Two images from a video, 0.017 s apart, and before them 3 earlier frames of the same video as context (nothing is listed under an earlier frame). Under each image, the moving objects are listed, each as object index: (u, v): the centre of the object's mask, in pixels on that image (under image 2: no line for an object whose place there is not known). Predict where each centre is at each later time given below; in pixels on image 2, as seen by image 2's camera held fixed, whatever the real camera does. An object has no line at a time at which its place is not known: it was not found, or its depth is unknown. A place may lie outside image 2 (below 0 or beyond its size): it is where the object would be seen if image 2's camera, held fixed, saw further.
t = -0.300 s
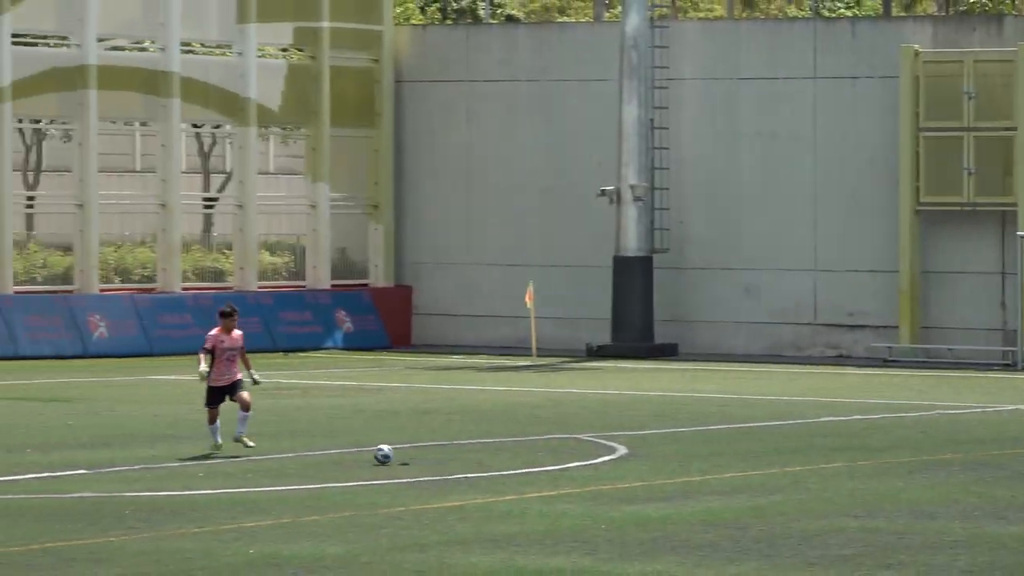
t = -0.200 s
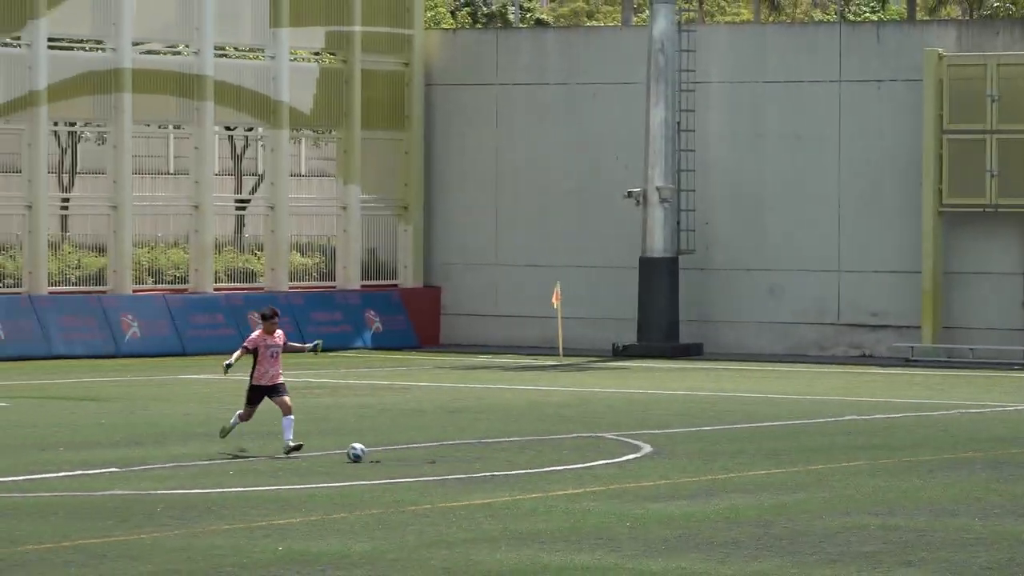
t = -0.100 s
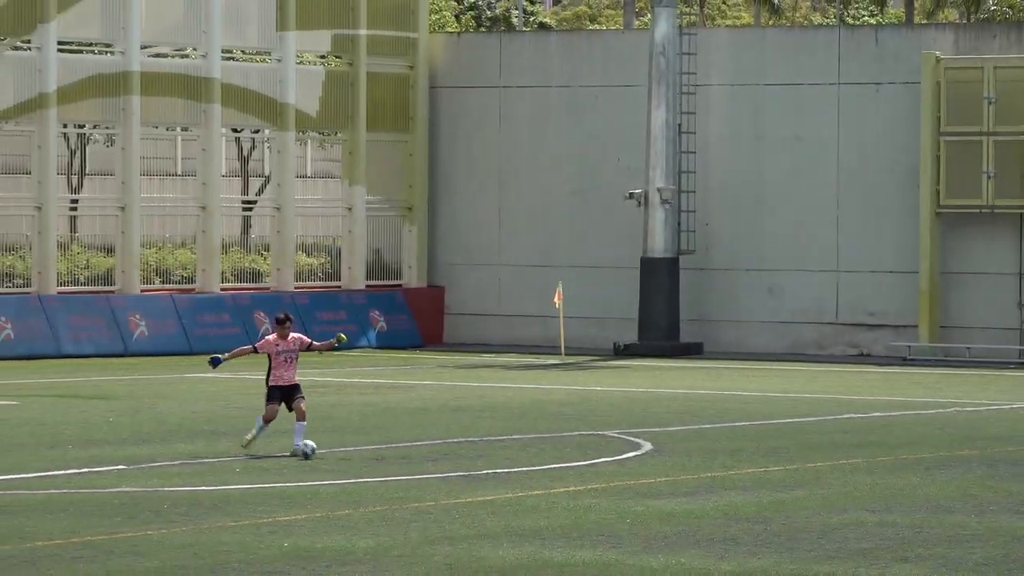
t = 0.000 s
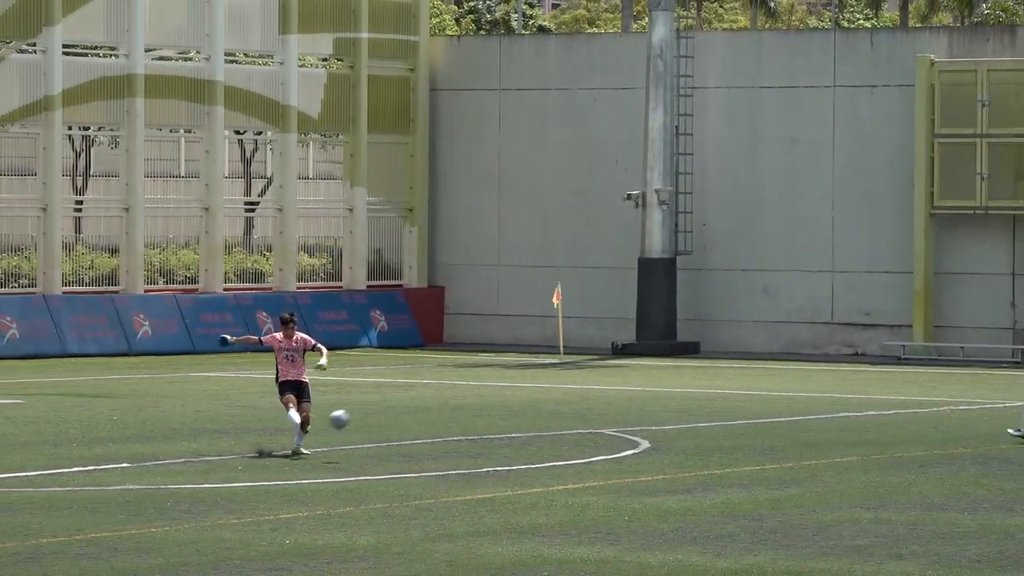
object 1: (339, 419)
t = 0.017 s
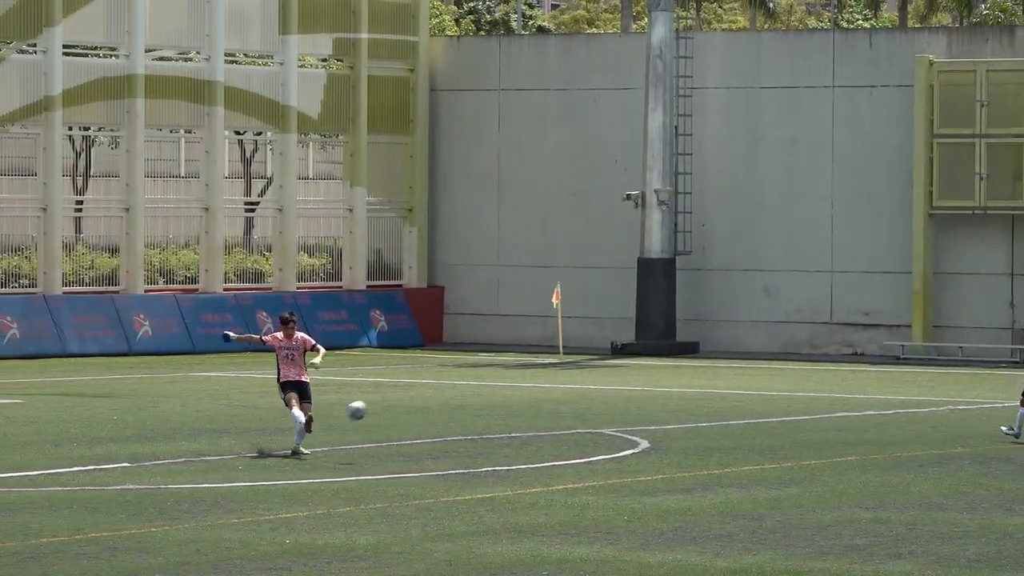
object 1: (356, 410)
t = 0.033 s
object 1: (375, 402)
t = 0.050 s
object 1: (392, 393)
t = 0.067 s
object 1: (411, 385)
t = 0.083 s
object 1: (430, 376)
